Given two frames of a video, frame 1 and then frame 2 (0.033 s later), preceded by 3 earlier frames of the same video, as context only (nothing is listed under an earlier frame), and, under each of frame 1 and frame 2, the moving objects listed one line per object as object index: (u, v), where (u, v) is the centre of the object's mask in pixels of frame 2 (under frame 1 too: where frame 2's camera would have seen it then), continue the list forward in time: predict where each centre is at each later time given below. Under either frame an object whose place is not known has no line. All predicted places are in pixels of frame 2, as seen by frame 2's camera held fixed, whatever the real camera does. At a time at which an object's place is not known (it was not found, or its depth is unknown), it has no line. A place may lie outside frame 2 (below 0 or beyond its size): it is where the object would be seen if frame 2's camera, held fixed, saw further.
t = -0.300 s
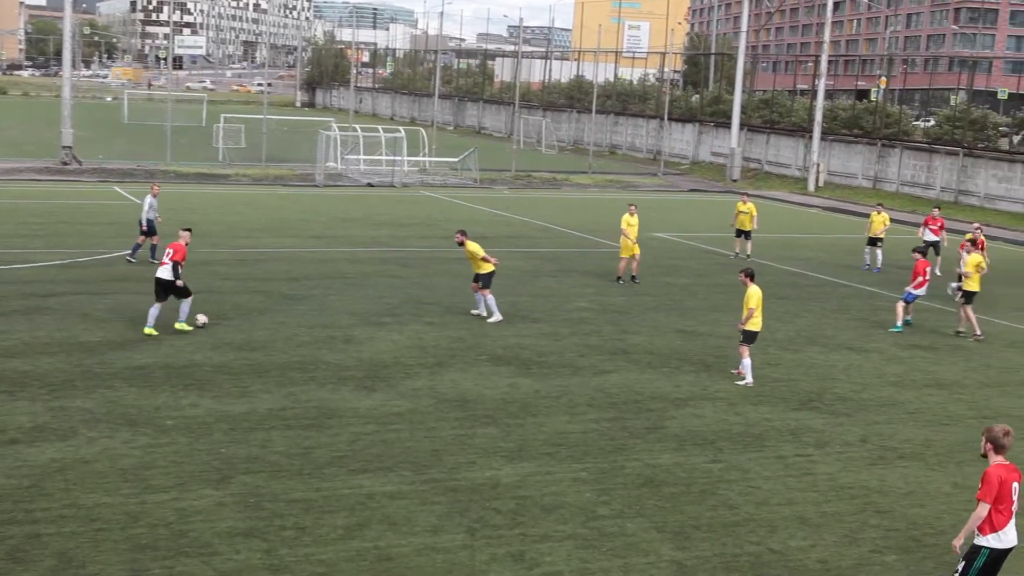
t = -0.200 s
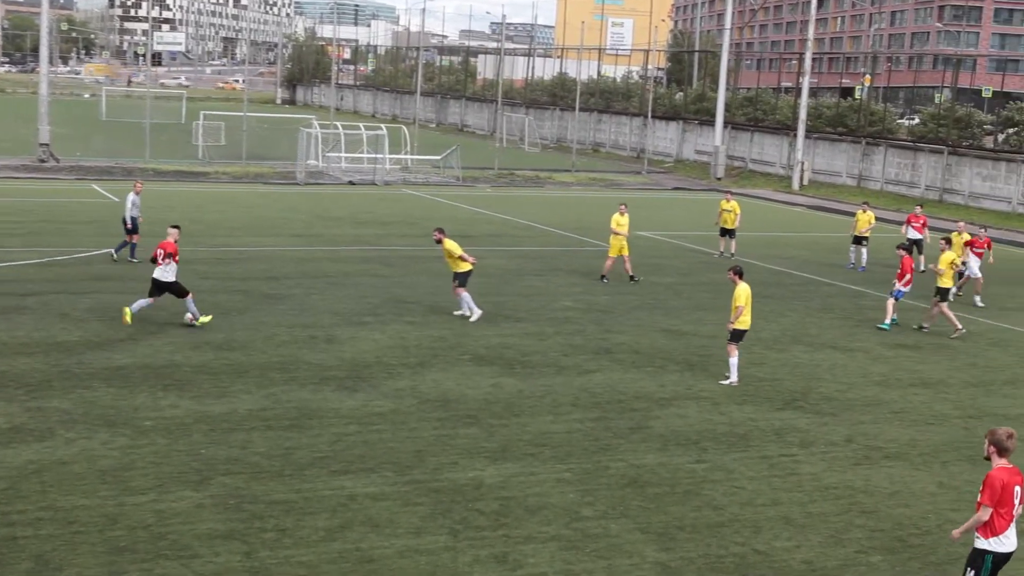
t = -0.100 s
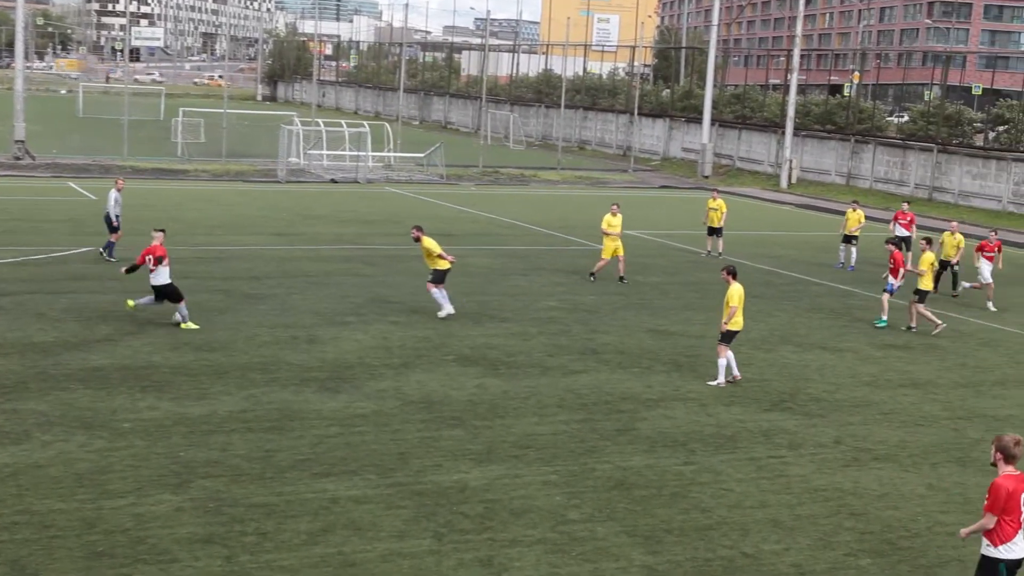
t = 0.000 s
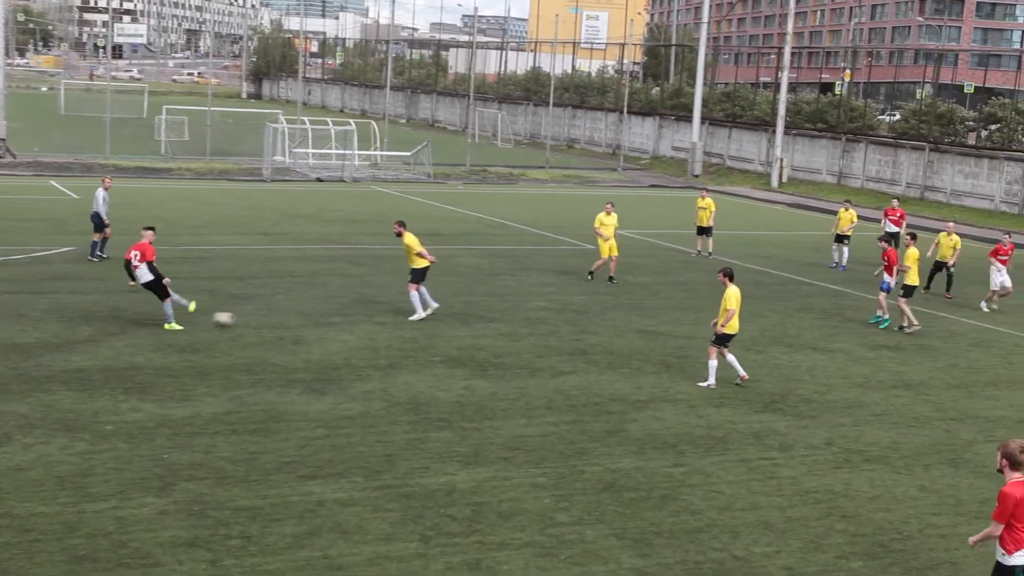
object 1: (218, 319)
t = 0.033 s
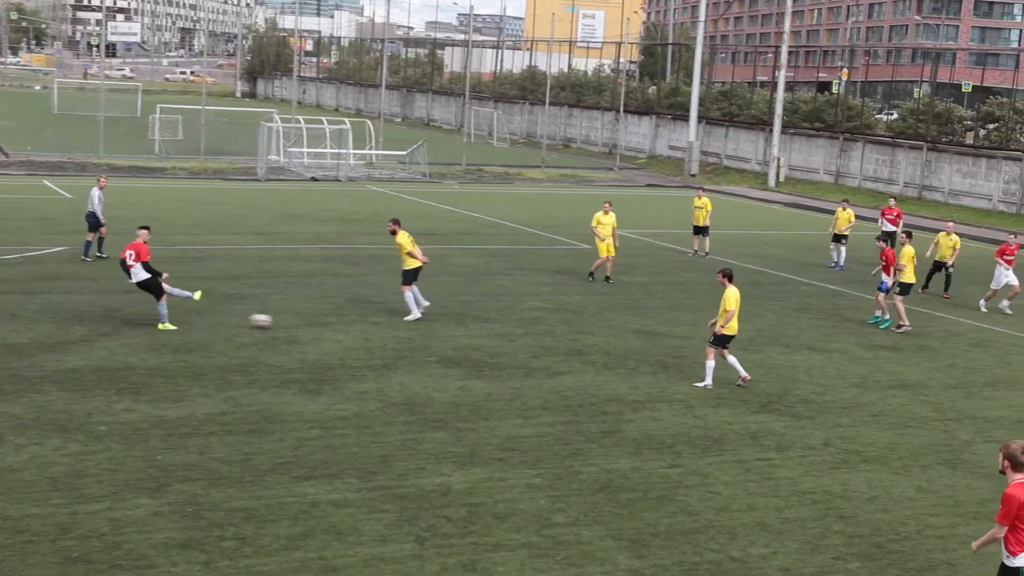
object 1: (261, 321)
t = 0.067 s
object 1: (302, 324)
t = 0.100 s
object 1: (343, 326)
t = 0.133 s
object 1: (382, 328)
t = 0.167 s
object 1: (419, 330)
